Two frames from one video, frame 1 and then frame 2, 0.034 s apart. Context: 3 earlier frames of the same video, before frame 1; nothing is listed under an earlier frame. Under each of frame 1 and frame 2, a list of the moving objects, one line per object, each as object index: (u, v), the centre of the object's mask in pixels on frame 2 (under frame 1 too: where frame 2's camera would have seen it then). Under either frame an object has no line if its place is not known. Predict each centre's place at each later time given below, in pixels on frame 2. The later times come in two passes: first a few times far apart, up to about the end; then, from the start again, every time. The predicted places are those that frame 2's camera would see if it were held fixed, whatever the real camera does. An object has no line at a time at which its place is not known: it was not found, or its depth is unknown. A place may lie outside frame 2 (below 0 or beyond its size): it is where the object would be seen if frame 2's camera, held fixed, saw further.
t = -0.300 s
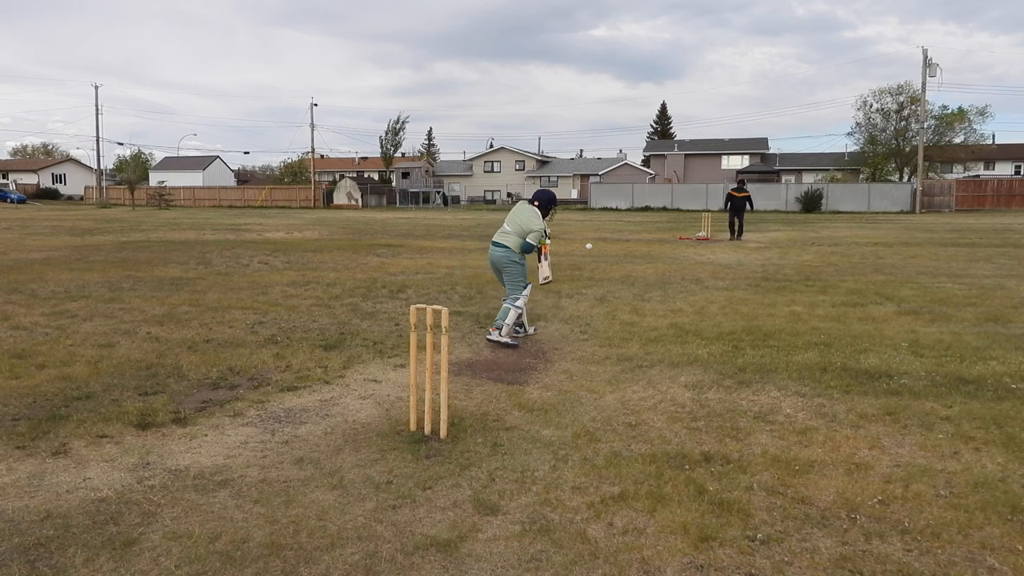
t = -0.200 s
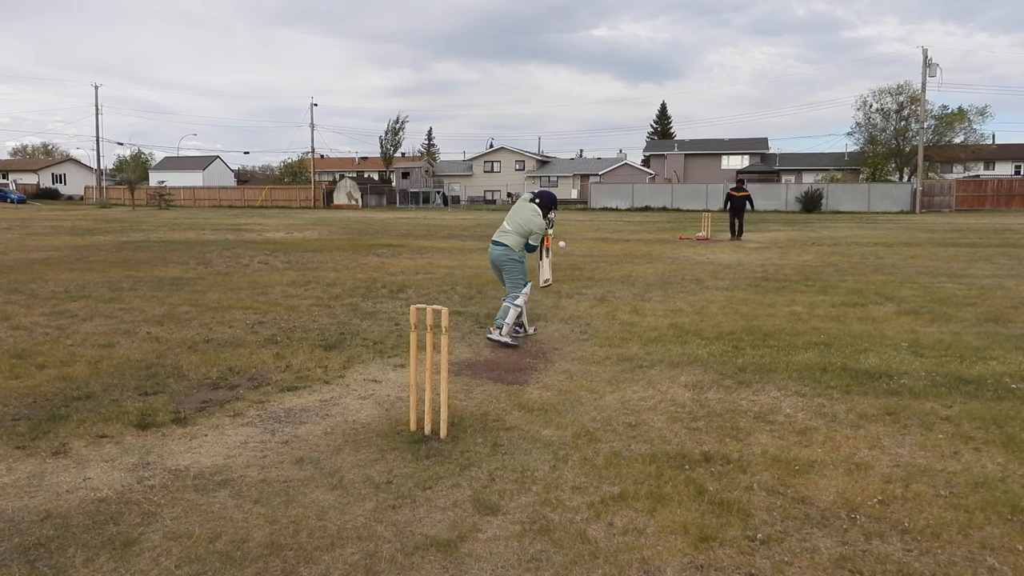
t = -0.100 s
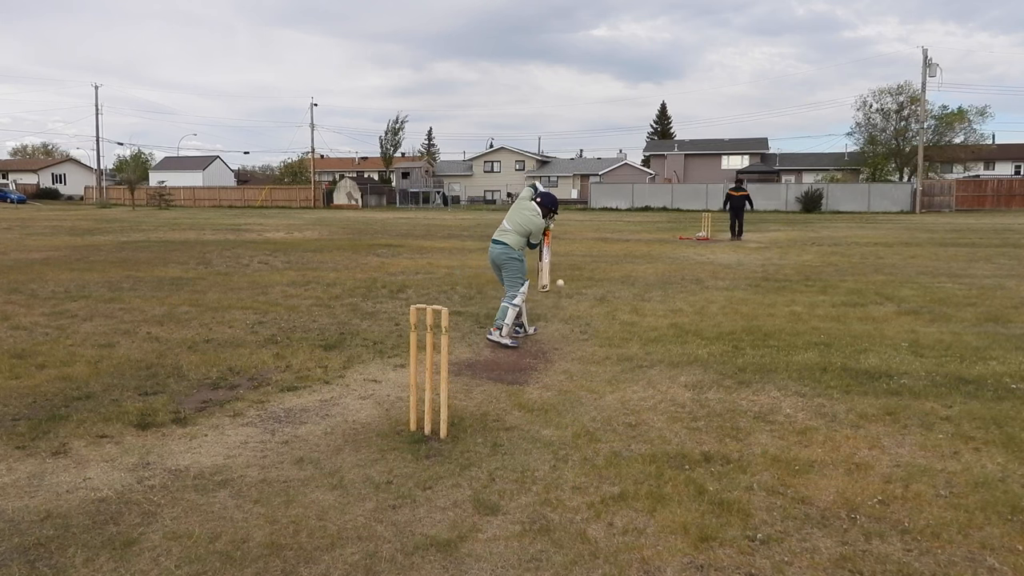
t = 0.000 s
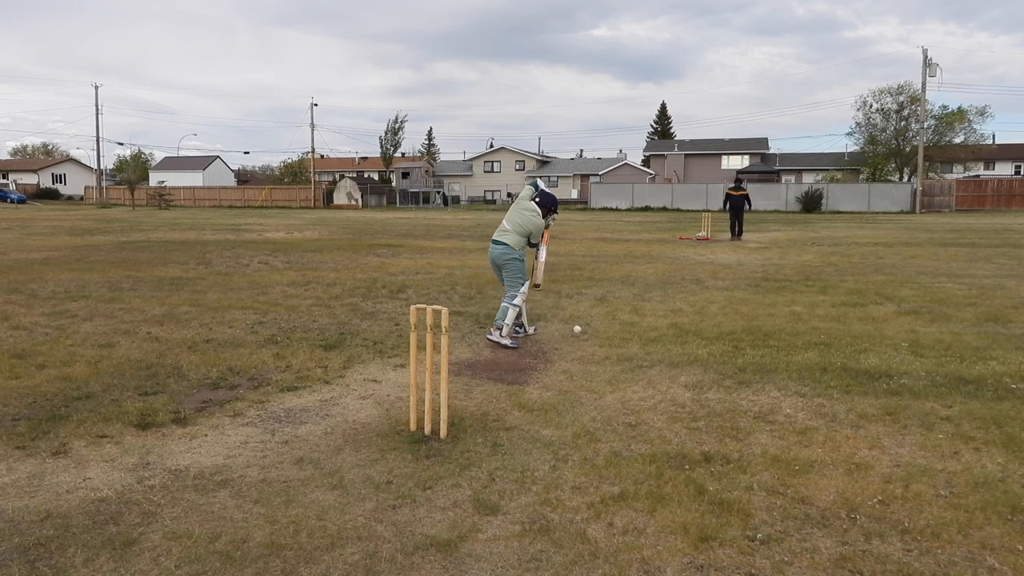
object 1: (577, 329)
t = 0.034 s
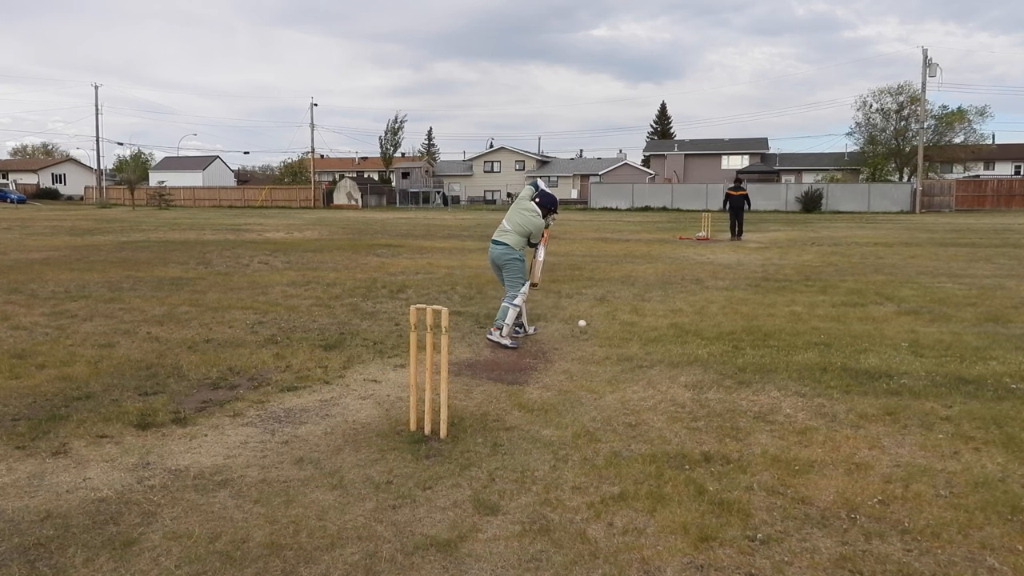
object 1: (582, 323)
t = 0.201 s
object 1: (607, 311)
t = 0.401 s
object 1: (640, 340)
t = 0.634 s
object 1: (678, 344)
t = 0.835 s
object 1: (710, 352)
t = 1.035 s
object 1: (741, 357)
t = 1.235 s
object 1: (766, 359)
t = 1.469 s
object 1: (787, 363)
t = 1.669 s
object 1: (798, 366)
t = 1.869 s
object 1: (803, 367)
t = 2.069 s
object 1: (804, 368)
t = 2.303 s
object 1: (808, 372)
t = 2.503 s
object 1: (810, 374)
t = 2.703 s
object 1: (810, 374)
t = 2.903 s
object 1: (810, 374)
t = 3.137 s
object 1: (810, 374)
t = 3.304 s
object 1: (810, 374)
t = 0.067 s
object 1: (587, 318)
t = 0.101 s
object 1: (592, 315)
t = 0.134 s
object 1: (597, 312)
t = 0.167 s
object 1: (602, 311)
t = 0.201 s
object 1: (607, 311)
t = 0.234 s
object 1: (613, 313)
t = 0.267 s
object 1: (618, 316)
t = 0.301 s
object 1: (624, 319)
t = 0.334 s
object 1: (629, 325)
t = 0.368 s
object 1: (634, 331)
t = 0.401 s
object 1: (640, 340)
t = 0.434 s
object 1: (645, 342)
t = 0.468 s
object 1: (651, 340)
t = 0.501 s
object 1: (656, 338)
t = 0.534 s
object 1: (662, 338)
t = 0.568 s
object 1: (667, 338)
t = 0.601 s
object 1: (672, 341)
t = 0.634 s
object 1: (678, 344)
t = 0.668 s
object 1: (683, 349)
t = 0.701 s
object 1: (689, 349)
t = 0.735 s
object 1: (694, 348)
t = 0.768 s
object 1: (699, 348)
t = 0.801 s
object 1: (705, 349)
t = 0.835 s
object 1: (710, 352)
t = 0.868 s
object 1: (715, 353)
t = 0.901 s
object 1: (720, 353)
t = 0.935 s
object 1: (726, 354)
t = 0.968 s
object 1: (731, 355)
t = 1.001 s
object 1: (736, 356)
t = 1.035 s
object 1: (741, 357)
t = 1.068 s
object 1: (745, 357)
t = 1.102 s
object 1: (750, 357)
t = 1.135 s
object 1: (754, 357)
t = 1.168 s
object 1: (759, 359)
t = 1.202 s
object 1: (763, 359)
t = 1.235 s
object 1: (766, 359)
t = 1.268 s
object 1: (769, 359)
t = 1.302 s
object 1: (772, 361)
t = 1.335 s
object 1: (776, 361)
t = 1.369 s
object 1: (778, 362)
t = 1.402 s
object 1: (781, 363)
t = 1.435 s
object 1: (784, 363)
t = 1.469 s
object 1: (787, 363)
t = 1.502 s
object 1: (789, 364)
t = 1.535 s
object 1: (791, 364)
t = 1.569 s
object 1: (793, 365)
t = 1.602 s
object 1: (795, 365)
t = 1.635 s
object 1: (796, 365)
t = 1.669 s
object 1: (798, 366)
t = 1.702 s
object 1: (799, 366)
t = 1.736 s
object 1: (800, 367)
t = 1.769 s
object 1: (801, 367)
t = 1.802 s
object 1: (802, 367)
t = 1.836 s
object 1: (803, 367)
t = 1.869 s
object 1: (803, 367)
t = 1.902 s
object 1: (803, 367)
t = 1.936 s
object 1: (803, 367)
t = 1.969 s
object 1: (804, 368)
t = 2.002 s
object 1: (804, 368)
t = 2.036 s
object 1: (804, 368)
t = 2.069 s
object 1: (804, 368)
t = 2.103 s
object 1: (804, 369)
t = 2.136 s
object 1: (805, 370)
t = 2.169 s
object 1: (805, 370)
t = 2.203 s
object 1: (806, 371)
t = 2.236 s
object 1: (807, 371)
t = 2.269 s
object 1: (807, 372)
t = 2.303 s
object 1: (808, 372)
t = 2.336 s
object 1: (808, 372)
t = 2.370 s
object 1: (809, 373)
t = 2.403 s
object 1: (810, 373)
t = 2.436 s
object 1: (810, 373)
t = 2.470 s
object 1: (810, 374)
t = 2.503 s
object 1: (810, 374)
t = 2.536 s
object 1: (810, 374)
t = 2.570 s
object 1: (810, 374)
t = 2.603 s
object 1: (810, 374)
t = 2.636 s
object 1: (810, 374)
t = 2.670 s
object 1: (810, 374)
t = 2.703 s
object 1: (810, 374)
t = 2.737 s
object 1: (810, 374)
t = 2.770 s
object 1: (810, 374)
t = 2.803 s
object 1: (810, 374)
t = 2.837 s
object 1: (810, 374)
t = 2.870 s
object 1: (810, 374)
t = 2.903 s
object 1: (810, 374)
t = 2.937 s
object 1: (810, 374)
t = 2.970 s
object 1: (810, 374)
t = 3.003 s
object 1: (810, 374)
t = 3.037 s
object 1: (810, 374)
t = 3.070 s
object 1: (810, 374)
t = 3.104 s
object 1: (810, 374)
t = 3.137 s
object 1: (810, 374)
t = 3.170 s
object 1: (810, 374)
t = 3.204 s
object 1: (810, 374)
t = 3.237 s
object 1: (810, 374)
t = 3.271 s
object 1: (810, 374)
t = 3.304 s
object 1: (810, 374)
